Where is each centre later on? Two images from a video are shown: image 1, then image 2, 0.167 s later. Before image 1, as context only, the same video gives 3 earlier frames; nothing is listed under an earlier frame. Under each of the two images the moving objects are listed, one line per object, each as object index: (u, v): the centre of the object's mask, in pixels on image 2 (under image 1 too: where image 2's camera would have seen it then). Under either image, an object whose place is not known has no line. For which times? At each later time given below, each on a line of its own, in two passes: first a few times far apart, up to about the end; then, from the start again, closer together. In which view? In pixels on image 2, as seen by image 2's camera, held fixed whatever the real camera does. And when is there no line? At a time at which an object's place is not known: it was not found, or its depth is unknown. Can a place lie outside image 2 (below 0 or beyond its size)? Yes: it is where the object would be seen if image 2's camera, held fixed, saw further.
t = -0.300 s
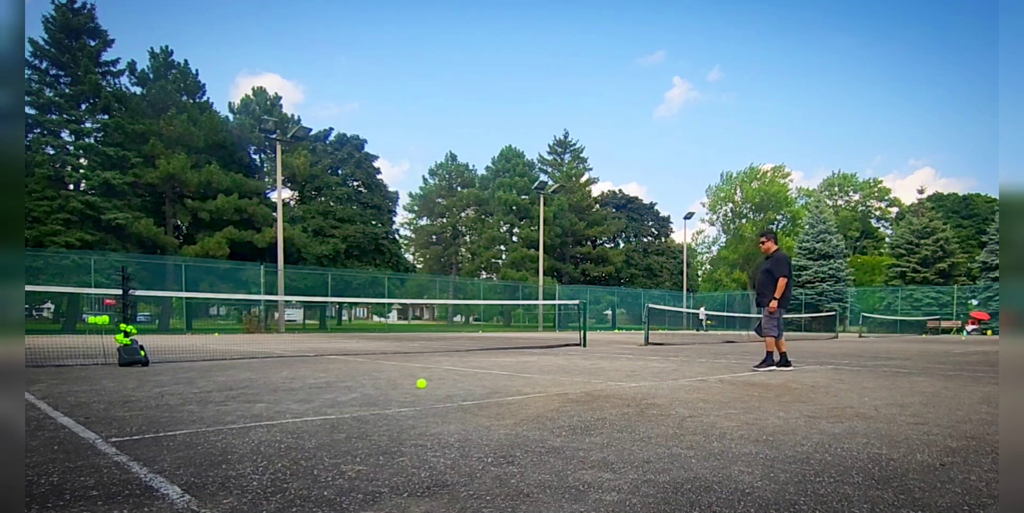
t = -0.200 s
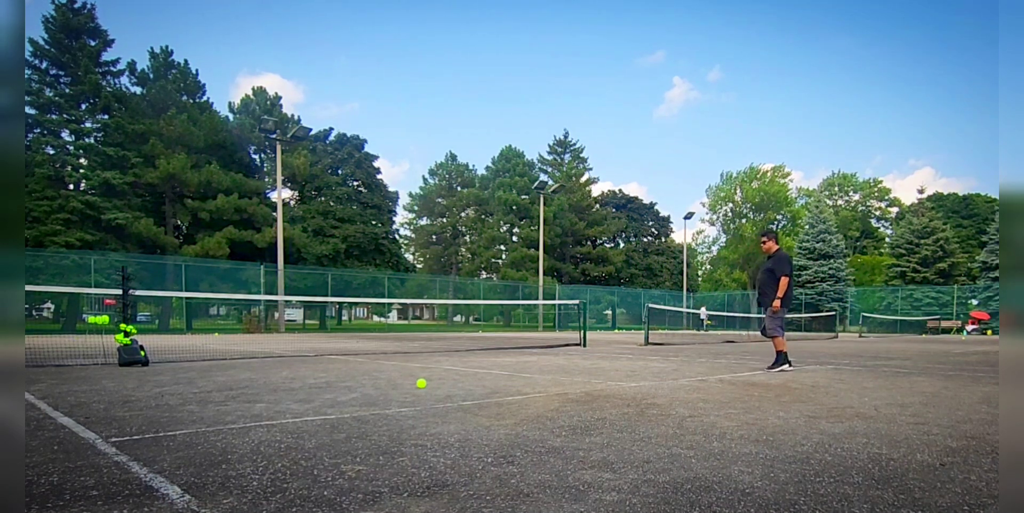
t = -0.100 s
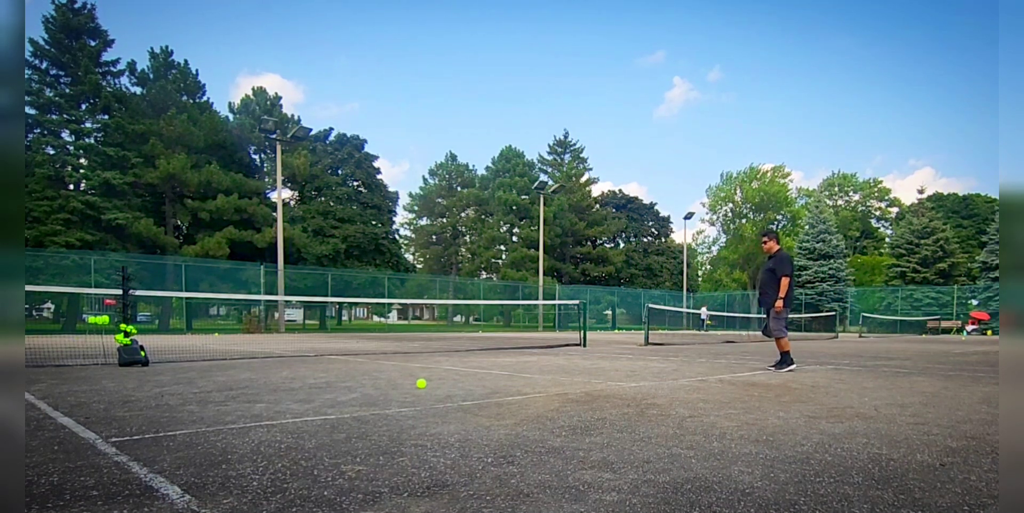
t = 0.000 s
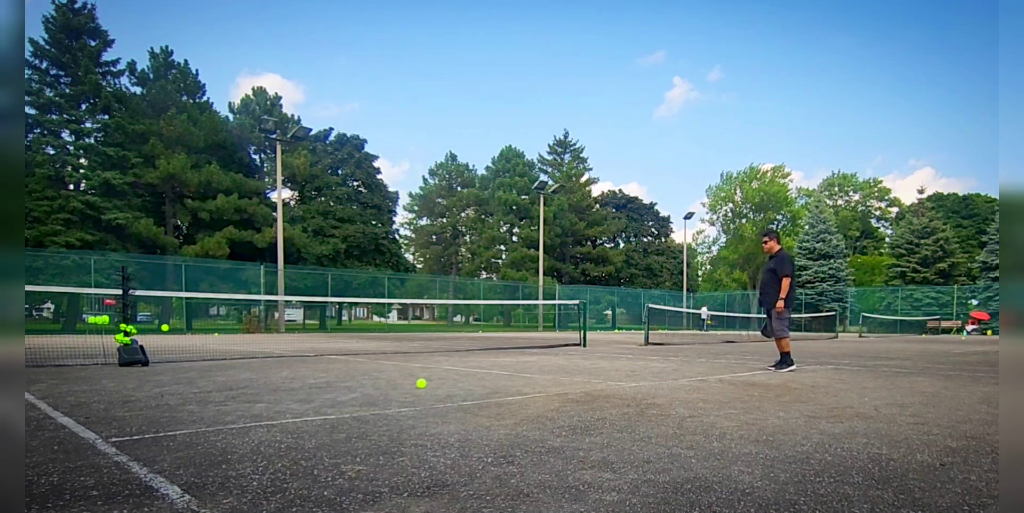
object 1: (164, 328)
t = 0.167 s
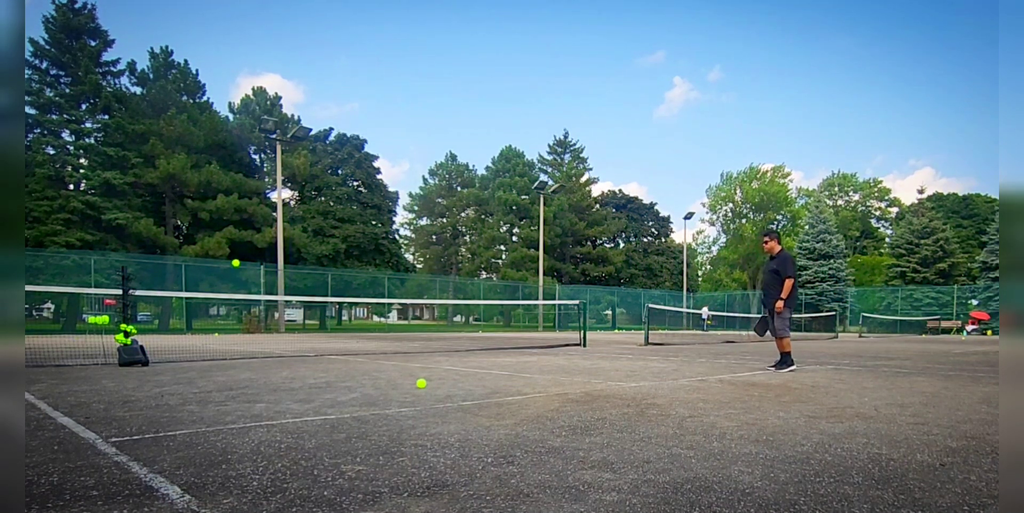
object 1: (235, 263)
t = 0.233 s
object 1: (263, 244)
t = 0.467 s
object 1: (360, 209)
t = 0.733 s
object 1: (466, 225)
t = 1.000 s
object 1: (568, 298)
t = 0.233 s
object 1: (263, 244)
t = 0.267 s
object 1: (277, 236)
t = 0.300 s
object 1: (291, 229)
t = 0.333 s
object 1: (305, 223)
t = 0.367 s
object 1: (319, 218)
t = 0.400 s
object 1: (333, 214)
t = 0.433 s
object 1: (346, 211)
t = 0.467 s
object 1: (360, 209)
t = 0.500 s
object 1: (373, 207)
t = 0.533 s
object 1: (387, 207)
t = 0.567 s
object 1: (401, 208)
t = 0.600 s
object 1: (414, 209)
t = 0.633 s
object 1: (427, 212)
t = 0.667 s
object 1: (441, 215)
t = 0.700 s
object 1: (454, 219)
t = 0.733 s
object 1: (466, 225)
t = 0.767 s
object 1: (480, 231)
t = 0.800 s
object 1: (493, 238)
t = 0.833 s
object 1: (505, 246)
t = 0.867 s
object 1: (518, 254)
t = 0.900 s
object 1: (531, 264)
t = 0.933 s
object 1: (544, 275)
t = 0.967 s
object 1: (556, 286)
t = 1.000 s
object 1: (568, 298)
